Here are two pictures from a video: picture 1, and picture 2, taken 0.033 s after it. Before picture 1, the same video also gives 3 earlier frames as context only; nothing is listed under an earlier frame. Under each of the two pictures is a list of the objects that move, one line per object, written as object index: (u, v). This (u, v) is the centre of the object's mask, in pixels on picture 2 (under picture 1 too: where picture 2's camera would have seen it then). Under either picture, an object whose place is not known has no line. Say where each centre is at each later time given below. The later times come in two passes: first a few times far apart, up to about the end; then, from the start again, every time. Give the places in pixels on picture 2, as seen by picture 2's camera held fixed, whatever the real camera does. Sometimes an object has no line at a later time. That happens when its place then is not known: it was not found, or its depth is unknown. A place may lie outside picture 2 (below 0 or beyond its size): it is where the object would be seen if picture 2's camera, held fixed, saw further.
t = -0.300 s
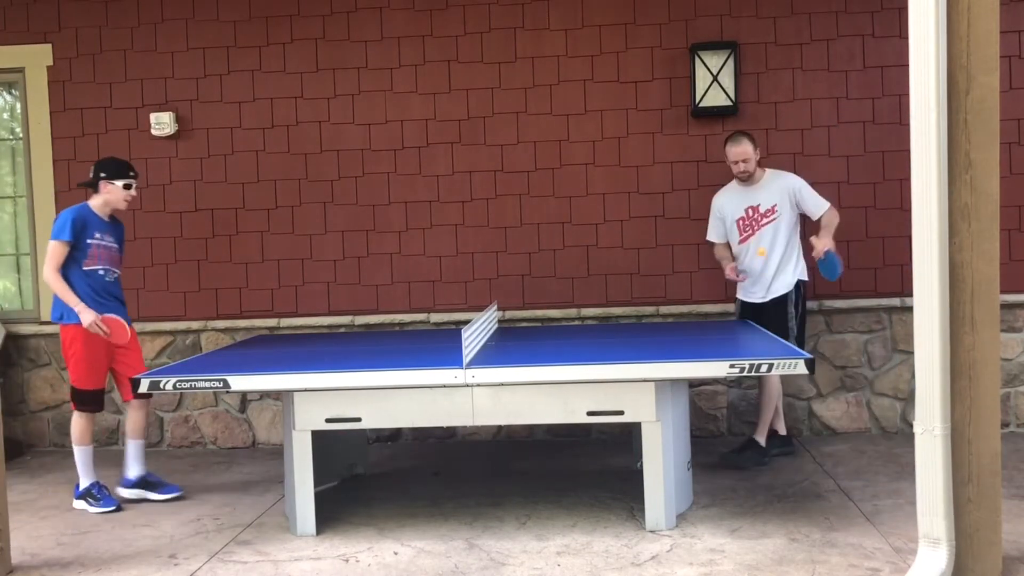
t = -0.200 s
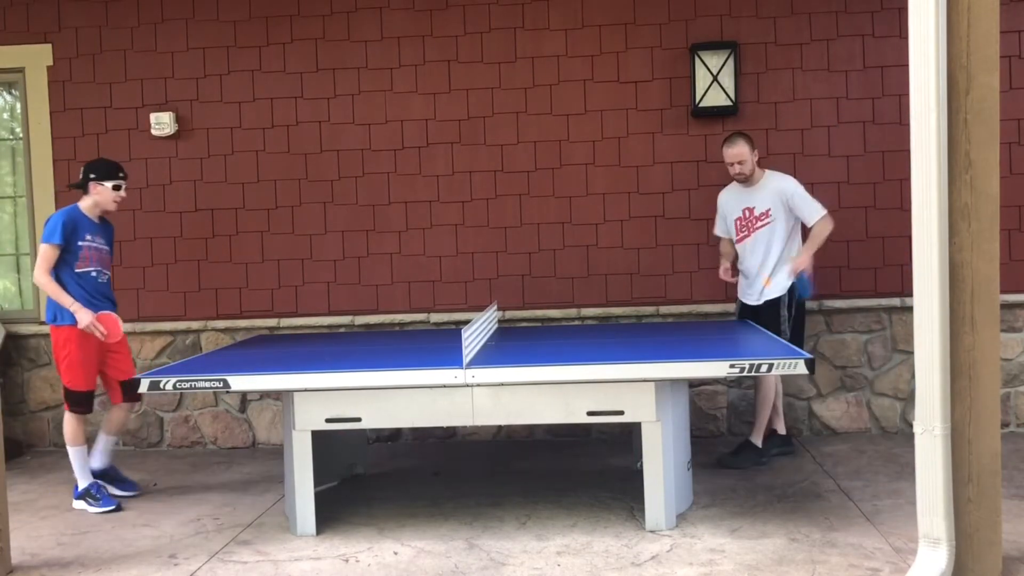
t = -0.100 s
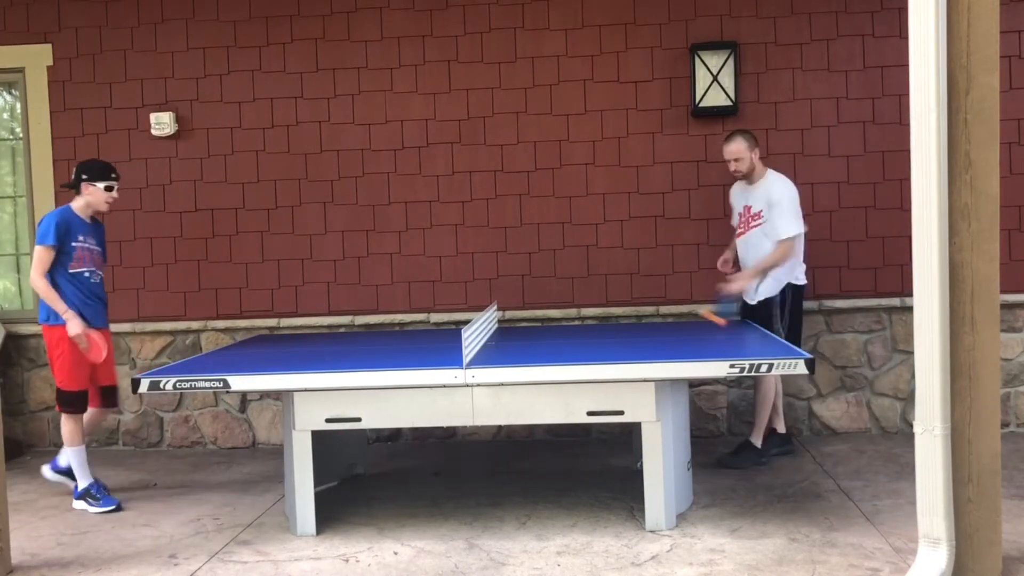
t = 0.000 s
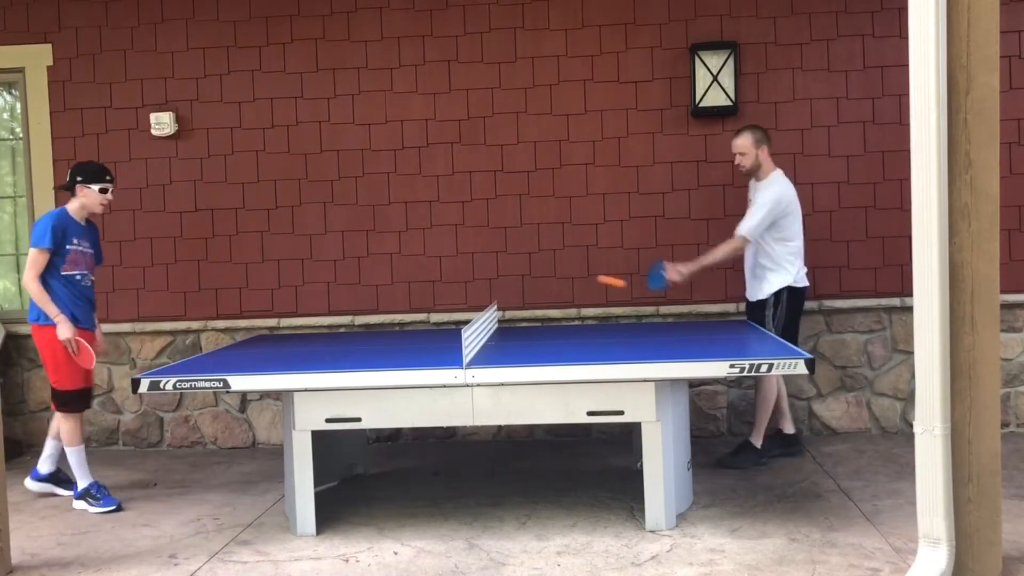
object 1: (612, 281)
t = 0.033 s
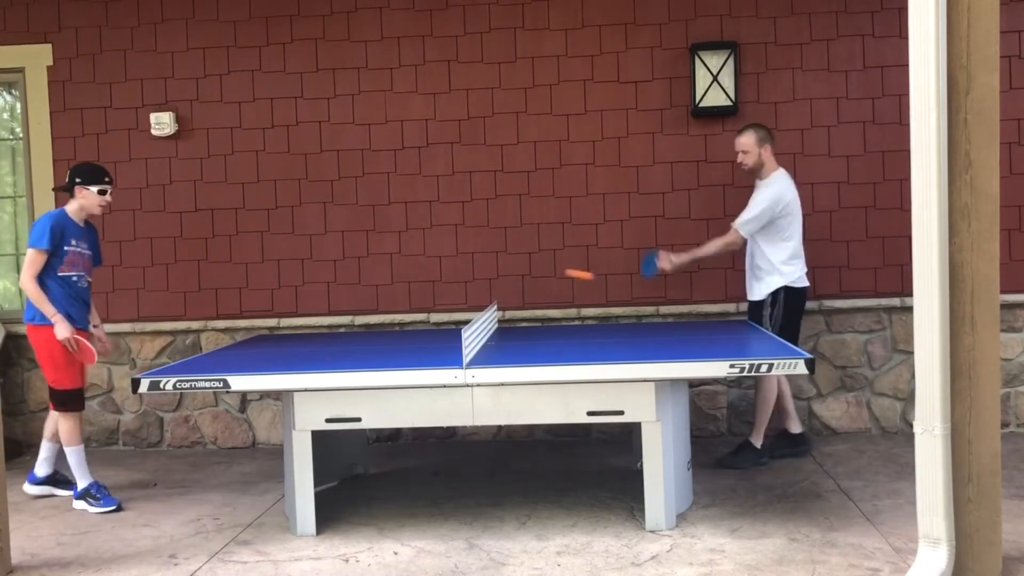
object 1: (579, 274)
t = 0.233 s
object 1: (393, 287)
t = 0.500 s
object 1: (177, 312)
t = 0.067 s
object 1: (547, 270)
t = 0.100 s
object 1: (515, 269)
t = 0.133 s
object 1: (484, 269)
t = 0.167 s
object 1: (454, 273)
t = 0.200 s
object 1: (423, 279)
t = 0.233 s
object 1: (393, 287)
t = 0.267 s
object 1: (363, 298)
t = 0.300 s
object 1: (335, 311)
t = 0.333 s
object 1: (302, 329)
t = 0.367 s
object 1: (275, 346)
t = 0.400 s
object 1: (248, 342)
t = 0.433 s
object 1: (225, 331)
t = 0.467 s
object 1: (200, 319)
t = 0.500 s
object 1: (177, 312)
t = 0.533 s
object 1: (154, 307)
